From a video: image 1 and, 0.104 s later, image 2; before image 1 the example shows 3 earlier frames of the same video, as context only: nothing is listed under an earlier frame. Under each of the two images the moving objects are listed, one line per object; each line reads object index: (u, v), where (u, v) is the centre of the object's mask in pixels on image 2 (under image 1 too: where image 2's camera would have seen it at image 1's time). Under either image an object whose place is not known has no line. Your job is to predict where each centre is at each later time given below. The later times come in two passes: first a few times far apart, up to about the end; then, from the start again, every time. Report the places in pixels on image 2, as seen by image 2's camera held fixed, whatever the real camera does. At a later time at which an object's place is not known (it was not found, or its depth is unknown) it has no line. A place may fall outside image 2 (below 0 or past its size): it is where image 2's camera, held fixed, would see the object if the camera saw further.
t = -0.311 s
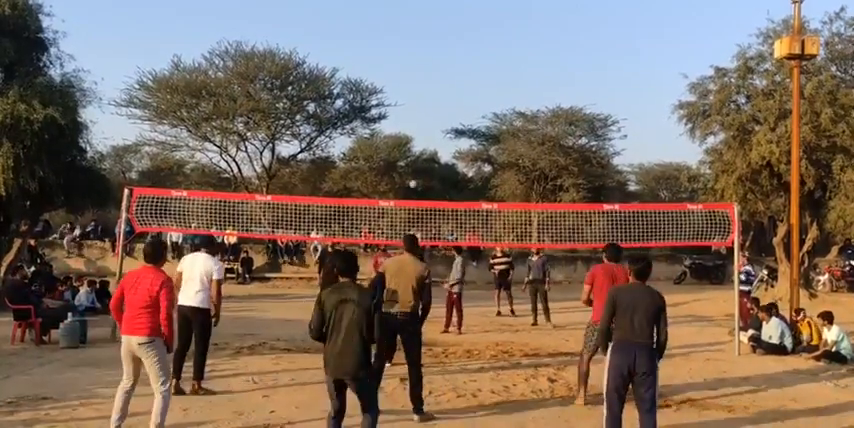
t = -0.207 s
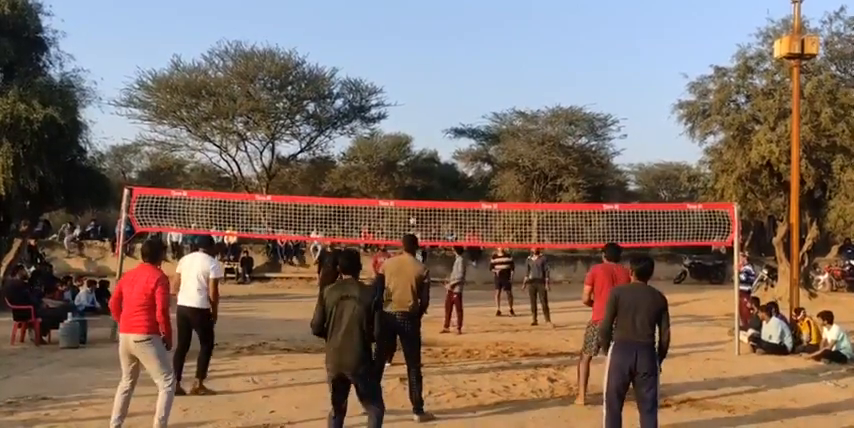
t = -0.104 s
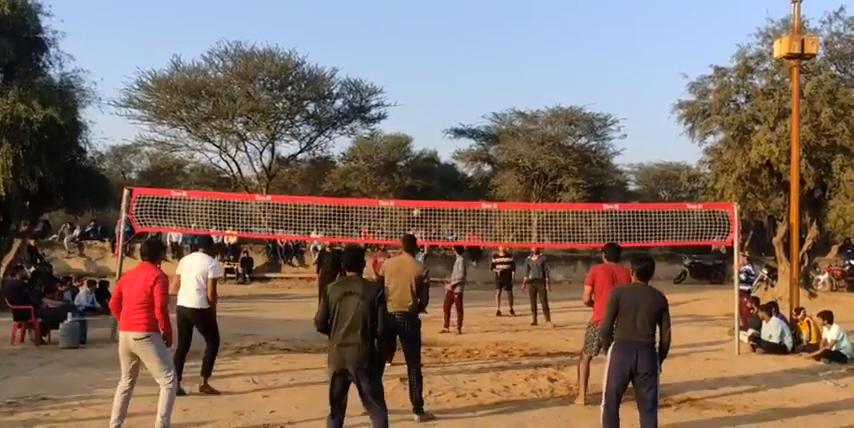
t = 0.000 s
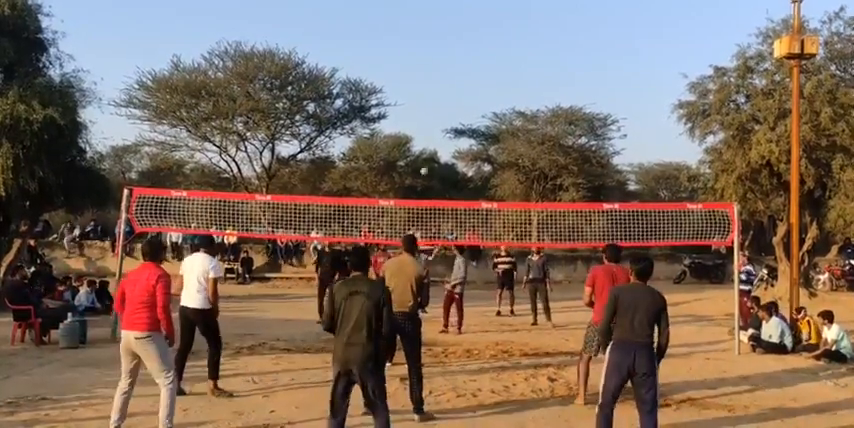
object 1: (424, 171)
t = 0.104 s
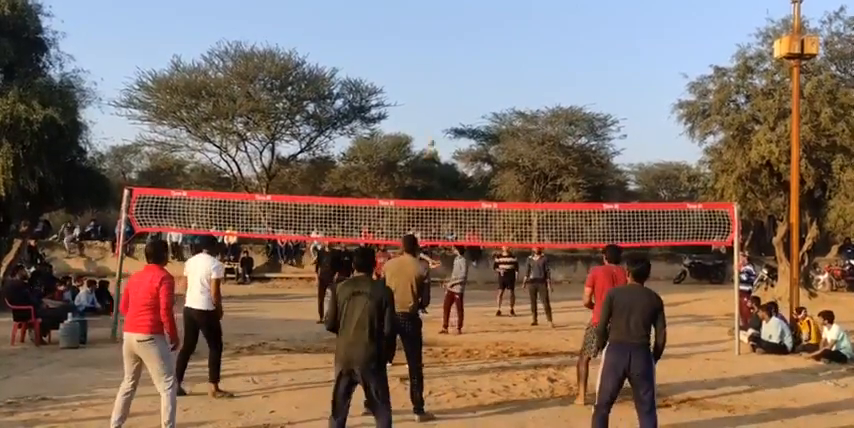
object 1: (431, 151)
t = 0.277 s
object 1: (442, 101)
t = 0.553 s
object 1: (462, 54)
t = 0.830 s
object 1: (488, 40)
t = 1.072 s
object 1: (523, 83)
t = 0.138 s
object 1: (433, 134)
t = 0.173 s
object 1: (436, 125)
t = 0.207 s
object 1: (438, 117)
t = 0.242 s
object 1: (440, 108)
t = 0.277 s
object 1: (442, 101)
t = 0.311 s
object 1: (444, 93)
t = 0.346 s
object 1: (447, 86)
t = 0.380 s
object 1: (449, 80)
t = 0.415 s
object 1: (451, 74)
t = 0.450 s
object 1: (454, 68)
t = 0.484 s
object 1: (456, 63)
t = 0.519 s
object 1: (459, 58)
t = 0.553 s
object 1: (462, 54)
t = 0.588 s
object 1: (465, 50)
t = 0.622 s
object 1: (468, 46)
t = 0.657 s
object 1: (471, 43)
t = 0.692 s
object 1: (474, 41)
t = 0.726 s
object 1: (477, 39)
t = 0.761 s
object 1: (481, 39)
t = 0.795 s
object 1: (484, 39)
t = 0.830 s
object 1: (488, 40)
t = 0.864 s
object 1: (491, 41)
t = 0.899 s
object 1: (496, 44)
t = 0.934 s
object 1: (504, 52)
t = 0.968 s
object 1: (509, 58)
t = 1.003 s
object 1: (513, 66)
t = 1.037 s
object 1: (519, 74)
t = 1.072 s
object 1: (523, 83)
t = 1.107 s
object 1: (528, 96)
